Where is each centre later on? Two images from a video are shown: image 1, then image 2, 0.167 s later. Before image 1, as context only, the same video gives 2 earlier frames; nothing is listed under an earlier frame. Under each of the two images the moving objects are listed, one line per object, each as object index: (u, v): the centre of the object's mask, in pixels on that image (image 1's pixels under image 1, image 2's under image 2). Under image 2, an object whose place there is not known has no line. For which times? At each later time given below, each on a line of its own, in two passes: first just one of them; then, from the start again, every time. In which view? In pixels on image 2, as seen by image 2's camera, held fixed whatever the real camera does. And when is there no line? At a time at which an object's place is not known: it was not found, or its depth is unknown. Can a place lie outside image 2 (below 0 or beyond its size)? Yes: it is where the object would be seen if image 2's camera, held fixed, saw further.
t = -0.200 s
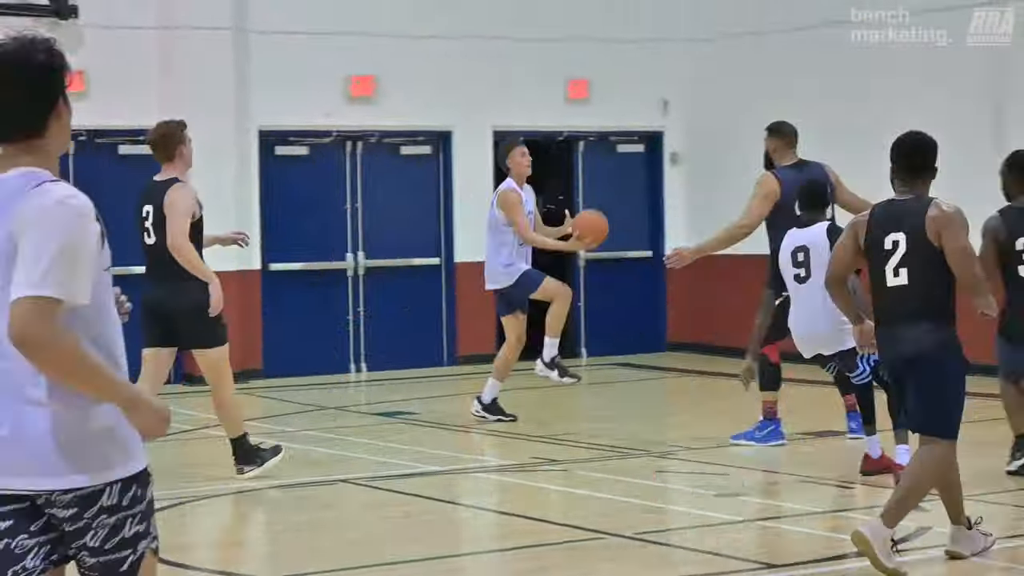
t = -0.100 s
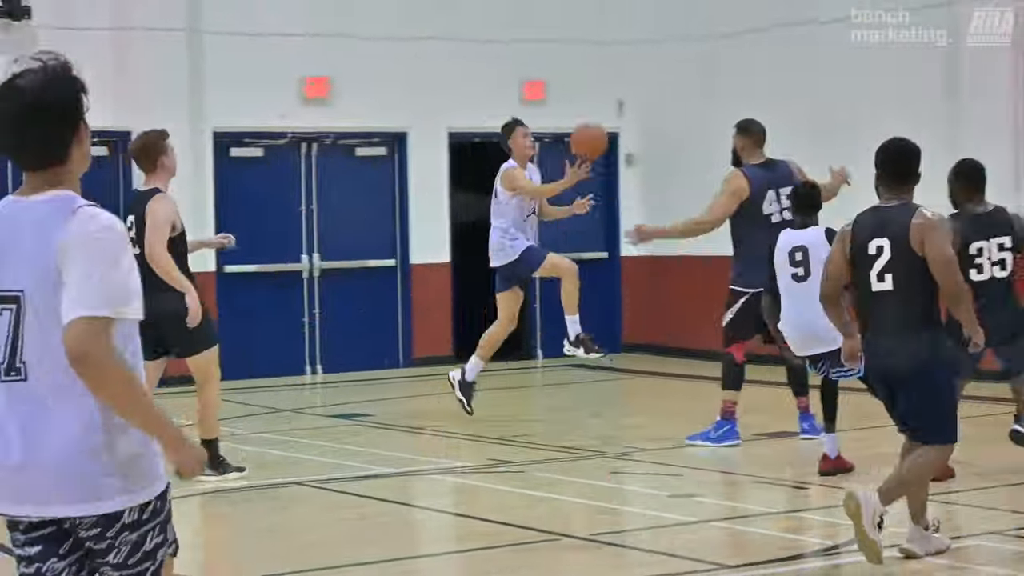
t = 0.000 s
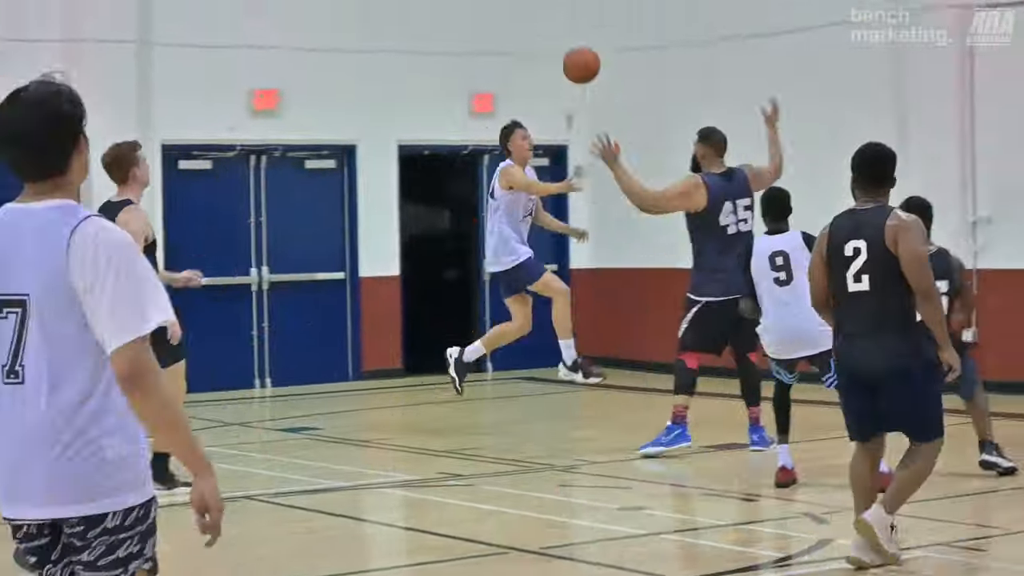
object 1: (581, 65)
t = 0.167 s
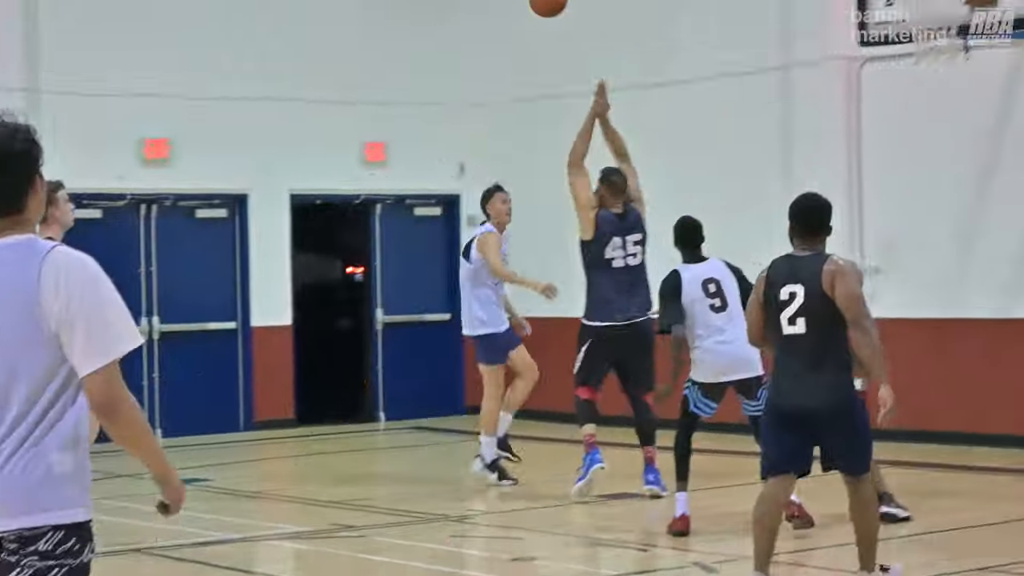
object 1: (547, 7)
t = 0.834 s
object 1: (902, -34)
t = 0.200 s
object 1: (562, -9)
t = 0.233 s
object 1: (578, -26)
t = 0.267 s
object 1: (593, -42)
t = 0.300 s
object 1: (609, -58)
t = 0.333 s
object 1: (625, -73)
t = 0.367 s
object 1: (641, -87)
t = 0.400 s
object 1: (658, -98)
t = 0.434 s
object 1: (675, -108)
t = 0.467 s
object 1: (691, -115)
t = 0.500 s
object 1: (708, -119)
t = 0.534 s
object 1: (727, -120)
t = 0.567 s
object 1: (744, -119)
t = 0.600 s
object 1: (763, -117)
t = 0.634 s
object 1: (782, -112)
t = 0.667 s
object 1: (800, -105)
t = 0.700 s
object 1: (820, -95)
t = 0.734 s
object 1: (840, -83)
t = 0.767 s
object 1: (860, -69)
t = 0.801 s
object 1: (881, -53)
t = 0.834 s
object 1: (902, -34)
